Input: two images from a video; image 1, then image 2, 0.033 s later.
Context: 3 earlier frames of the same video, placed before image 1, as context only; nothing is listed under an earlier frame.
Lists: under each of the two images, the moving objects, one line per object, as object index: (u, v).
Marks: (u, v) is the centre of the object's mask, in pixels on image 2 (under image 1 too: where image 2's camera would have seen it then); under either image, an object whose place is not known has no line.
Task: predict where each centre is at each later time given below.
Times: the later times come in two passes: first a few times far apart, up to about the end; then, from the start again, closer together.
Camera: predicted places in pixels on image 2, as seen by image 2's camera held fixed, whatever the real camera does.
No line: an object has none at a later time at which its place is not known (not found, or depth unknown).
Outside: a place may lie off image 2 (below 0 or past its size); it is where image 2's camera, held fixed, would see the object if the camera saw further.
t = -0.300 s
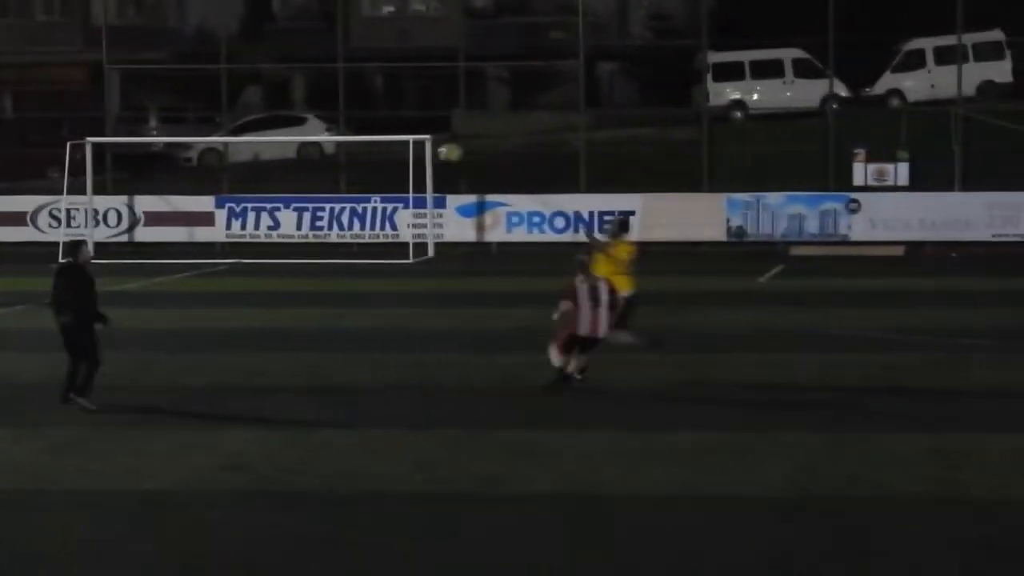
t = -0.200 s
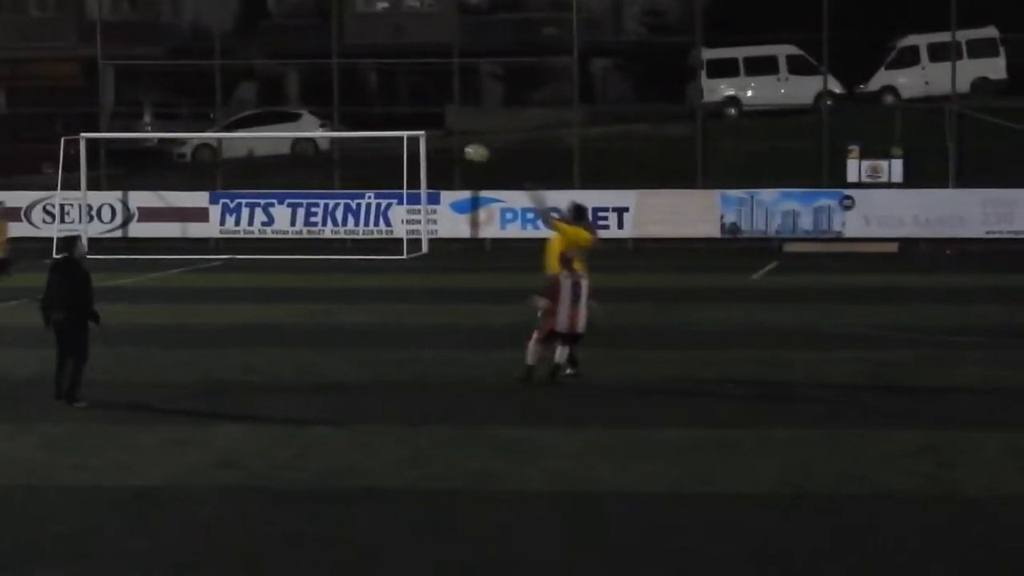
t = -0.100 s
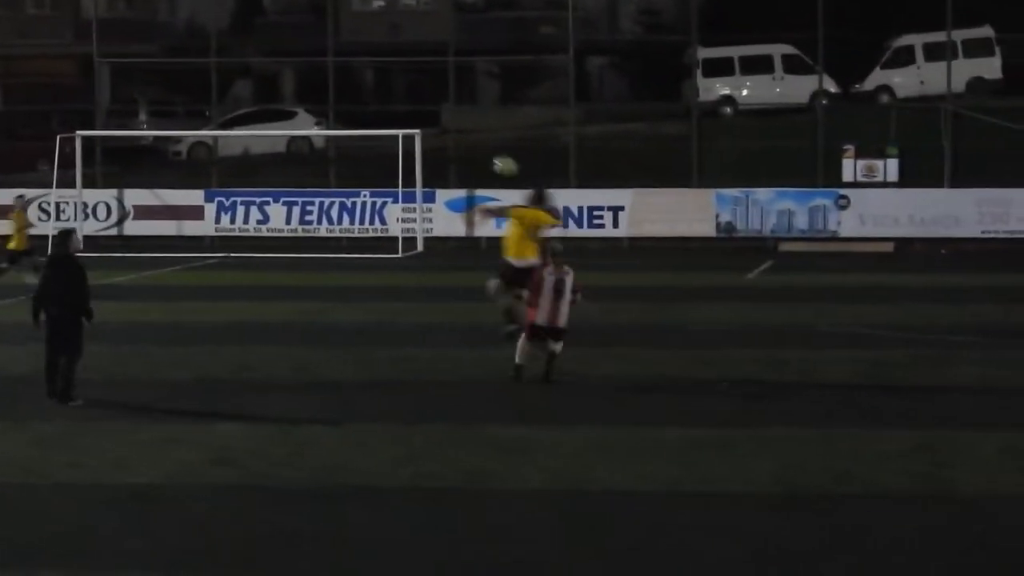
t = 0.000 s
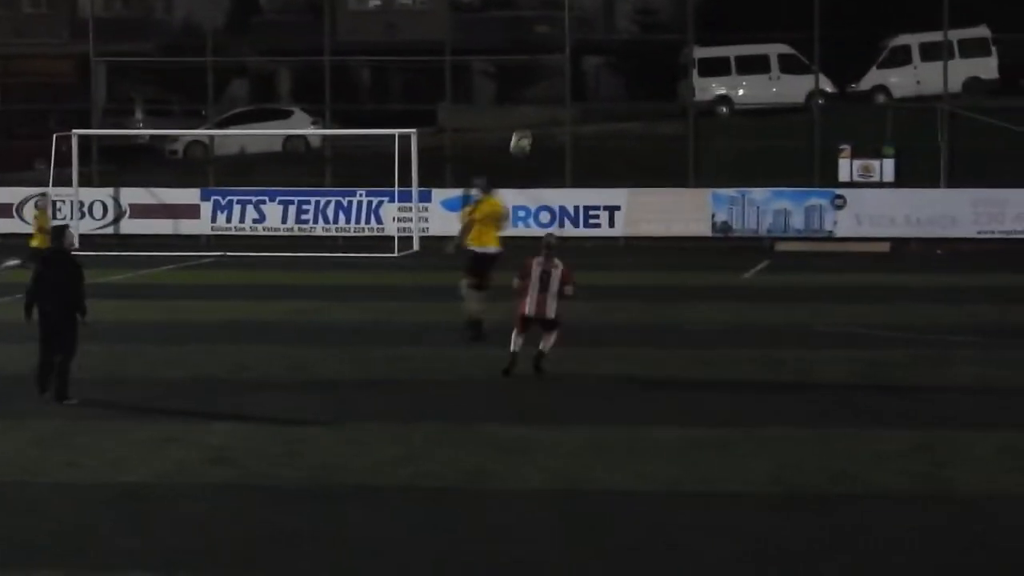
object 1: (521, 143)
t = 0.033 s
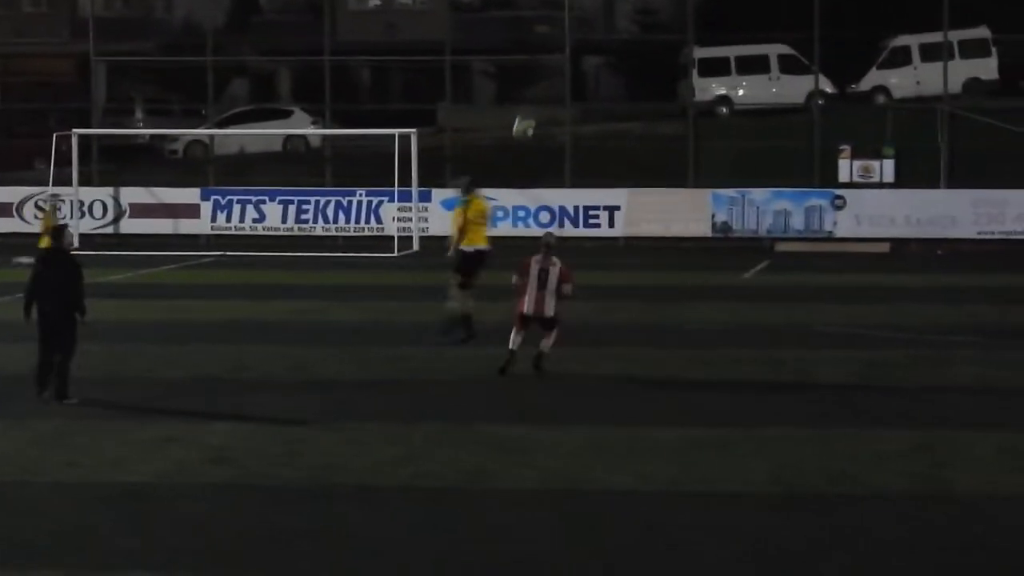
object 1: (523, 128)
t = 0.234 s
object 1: (544, 55)
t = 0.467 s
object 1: (575, 19)
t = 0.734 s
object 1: (611, 40)
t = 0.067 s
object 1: (527, 112)
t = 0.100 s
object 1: (531, 99)
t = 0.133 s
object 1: (535, 87)
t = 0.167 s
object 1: (538, 75)
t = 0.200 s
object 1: (541, 64)
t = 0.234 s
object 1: (544, 55)
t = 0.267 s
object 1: (548, 47)
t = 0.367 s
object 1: (561, 28)
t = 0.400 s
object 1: (566, 23)
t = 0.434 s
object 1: (570, 20)
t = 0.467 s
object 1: (575, 19)
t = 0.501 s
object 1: (579, 17)
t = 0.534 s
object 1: (584, 17)
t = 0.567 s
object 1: (590, 18)
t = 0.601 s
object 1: (596, 20)
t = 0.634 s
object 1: (600, 24)
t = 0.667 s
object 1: (603, 27)
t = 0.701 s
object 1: (607, 33)
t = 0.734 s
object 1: (611, 40)
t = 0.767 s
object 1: (615, 47)
